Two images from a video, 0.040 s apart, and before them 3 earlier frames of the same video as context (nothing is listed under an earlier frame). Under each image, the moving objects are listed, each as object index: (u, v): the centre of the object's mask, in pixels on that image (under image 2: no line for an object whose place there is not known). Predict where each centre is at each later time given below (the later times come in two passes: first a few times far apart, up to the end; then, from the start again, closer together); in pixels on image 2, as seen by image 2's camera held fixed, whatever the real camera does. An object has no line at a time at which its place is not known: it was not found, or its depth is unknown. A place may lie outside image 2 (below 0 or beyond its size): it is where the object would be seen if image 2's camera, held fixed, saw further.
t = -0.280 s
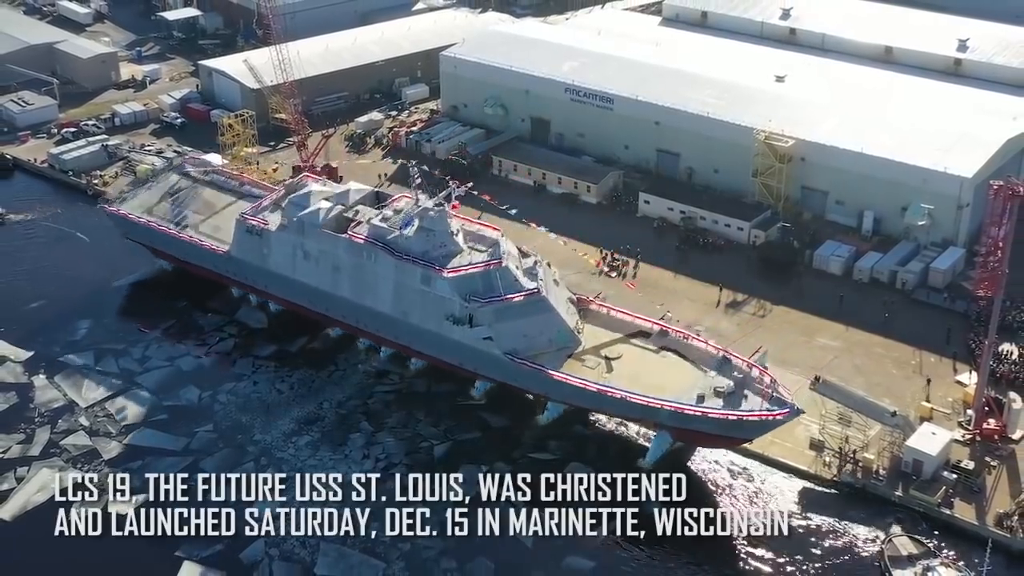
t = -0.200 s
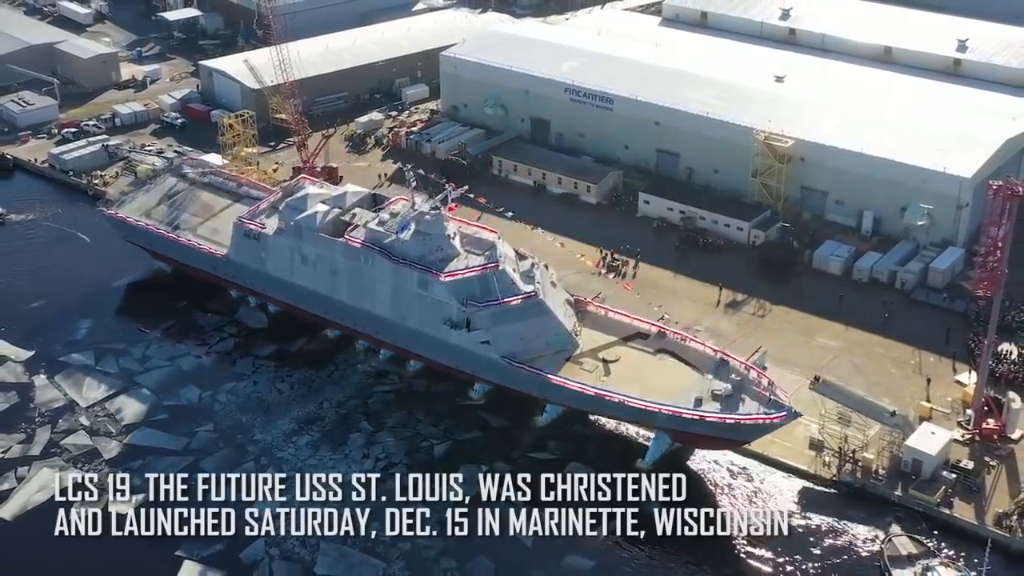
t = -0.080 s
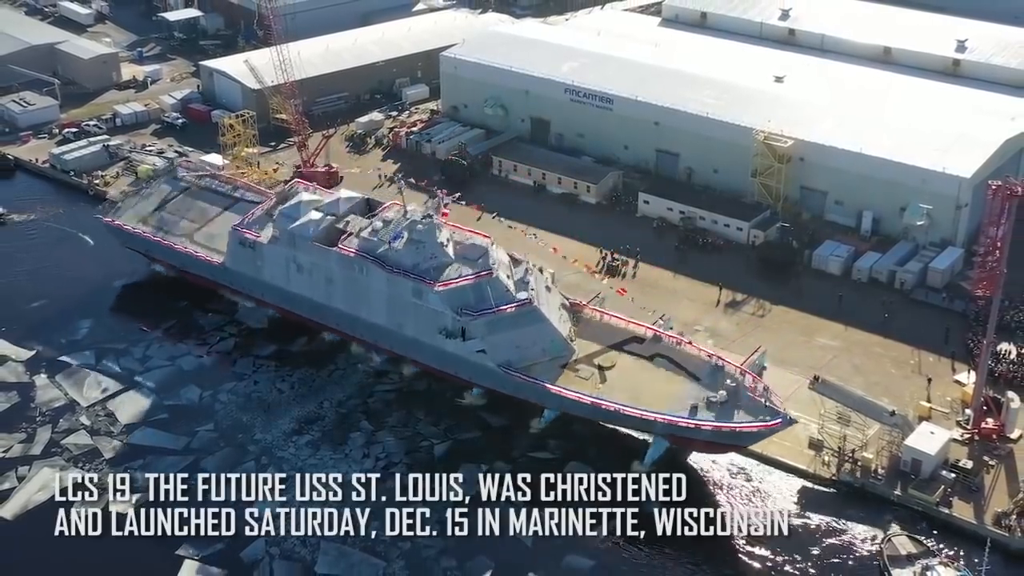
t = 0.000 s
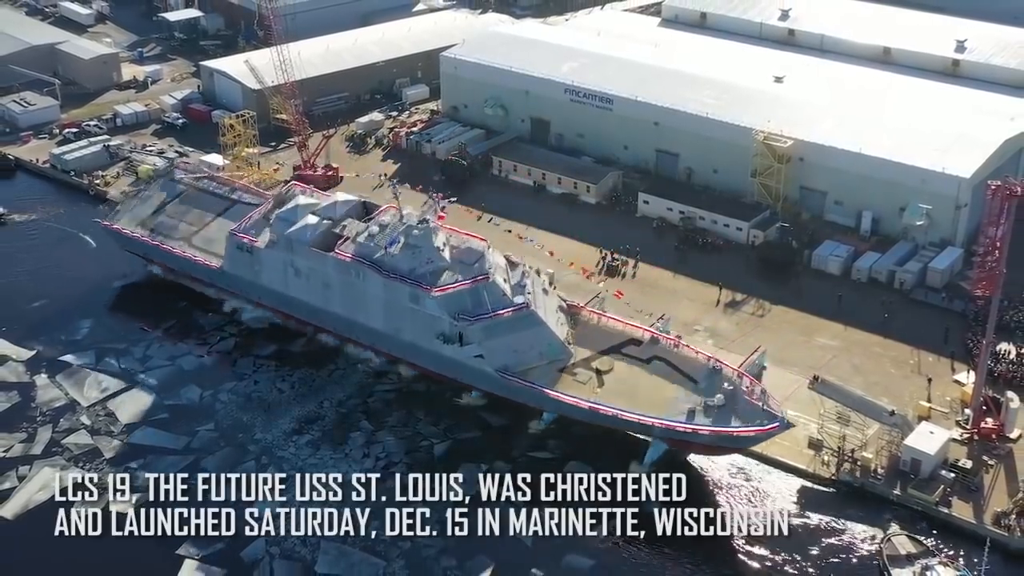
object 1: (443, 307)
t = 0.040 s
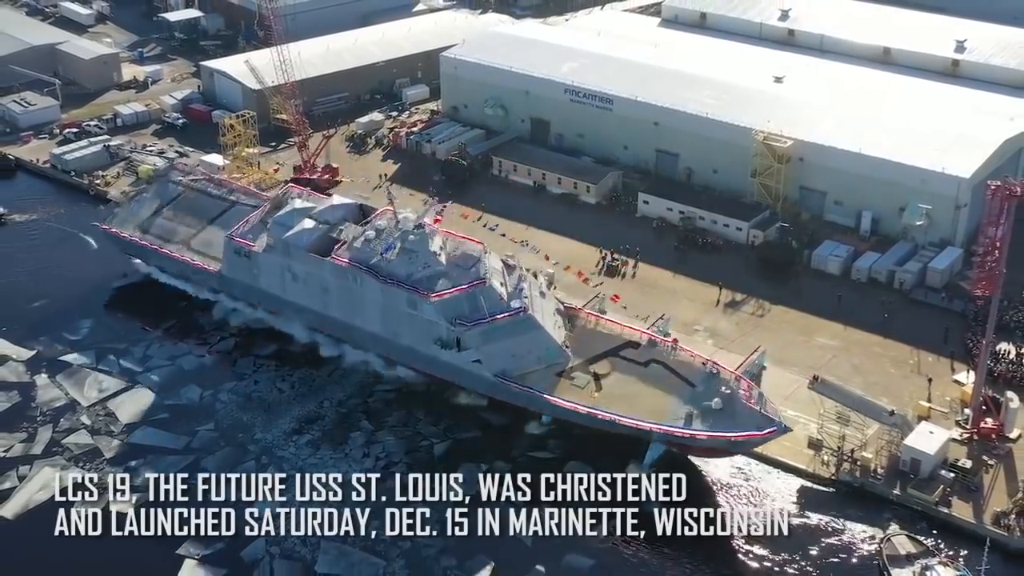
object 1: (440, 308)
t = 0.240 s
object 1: (438, 316)
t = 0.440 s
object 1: (441, 322)
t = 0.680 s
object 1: (444, 329)
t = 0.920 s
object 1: (446, 335)
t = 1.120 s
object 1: (444, 338)
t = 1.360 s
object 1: (445, 342)
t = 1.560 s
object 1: (444, 342)
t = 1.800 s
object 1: (438, 342)
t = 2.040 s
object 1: (438, 345)
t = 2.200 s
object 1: (436, 348)
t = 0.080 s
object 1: (441, 310)
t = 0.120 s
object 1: (439, 311)
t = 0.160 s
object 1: (439, 312)
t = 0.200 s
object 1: (438, 315)
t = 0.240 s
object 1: (438, 316)
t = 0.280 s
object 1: (439, 317)
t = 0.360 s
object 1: (439, 318)
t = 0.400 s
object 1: (440, 321)
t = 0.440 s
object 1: (441, 322)
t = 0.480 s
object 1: (441, 323)
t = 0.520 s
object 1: (440, 324)
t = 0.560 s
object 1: (442, 326)
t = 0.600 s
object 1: (443, 326)
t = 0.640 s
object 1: (443, 327)
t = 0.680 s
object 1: (444, 329)
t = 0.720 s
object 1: (445, 330)
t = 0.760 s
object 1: (446, 331)
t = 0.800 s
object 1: (446, 332)
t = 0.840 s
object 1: (447, 333)
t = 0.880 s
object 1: (446, 334)
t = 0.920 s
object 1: (446, 335)
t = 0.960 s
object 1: (446, 335)
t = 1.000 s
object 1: (446, 336)
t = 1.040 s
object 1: (444, 337)
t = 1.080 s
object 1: (445, 338)
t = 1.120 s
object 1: (444, 338)
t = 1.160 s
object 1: (444, 338)
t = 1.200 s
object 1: (448, 340)
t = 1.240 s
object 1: (445, 341)
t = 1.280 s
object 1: (445, 341)
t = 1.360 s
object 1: (445, 342)
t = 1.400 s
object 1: (443, 342)
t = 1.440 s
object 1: (443, 342)
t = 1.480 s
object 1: (442, 342)
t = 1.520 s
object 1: (441, 342)
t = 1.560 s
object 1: (444, 342)
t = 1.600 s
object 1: (443, 342)
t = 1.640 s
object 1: (442, 342)
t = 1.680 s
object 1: (442, 342)
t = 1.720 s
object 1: (442, 342)
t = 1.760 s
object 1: (440, 342)
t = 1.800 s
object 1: (438, 342)
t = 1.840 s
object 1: (439, 342)
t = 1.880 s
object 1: (441, 342)
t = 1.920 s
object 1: (441, 343)
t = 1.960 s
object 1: (438, 343)
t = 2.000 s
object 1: (439, 343)
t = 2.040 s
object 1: (438, 345)
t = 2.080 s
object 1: (442, 346)
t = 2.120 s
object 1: (439, 347)
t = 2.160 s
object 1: (440, 348)
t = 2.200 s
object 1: (436, 348)
